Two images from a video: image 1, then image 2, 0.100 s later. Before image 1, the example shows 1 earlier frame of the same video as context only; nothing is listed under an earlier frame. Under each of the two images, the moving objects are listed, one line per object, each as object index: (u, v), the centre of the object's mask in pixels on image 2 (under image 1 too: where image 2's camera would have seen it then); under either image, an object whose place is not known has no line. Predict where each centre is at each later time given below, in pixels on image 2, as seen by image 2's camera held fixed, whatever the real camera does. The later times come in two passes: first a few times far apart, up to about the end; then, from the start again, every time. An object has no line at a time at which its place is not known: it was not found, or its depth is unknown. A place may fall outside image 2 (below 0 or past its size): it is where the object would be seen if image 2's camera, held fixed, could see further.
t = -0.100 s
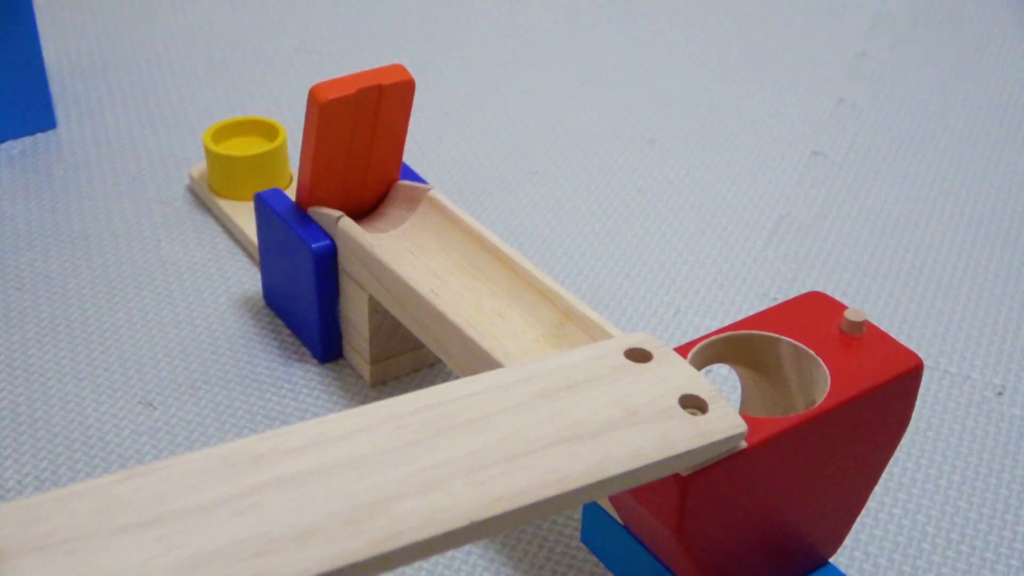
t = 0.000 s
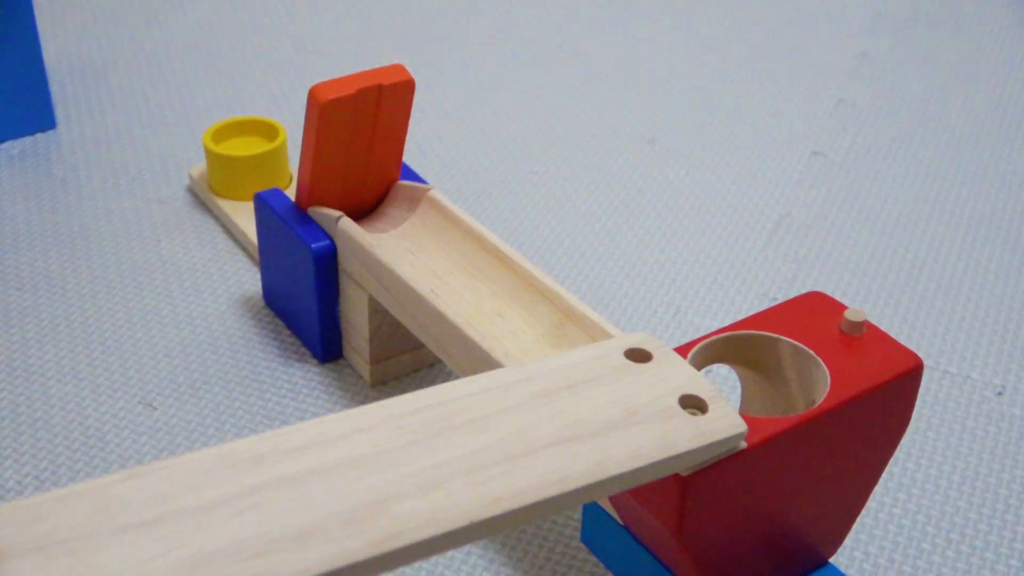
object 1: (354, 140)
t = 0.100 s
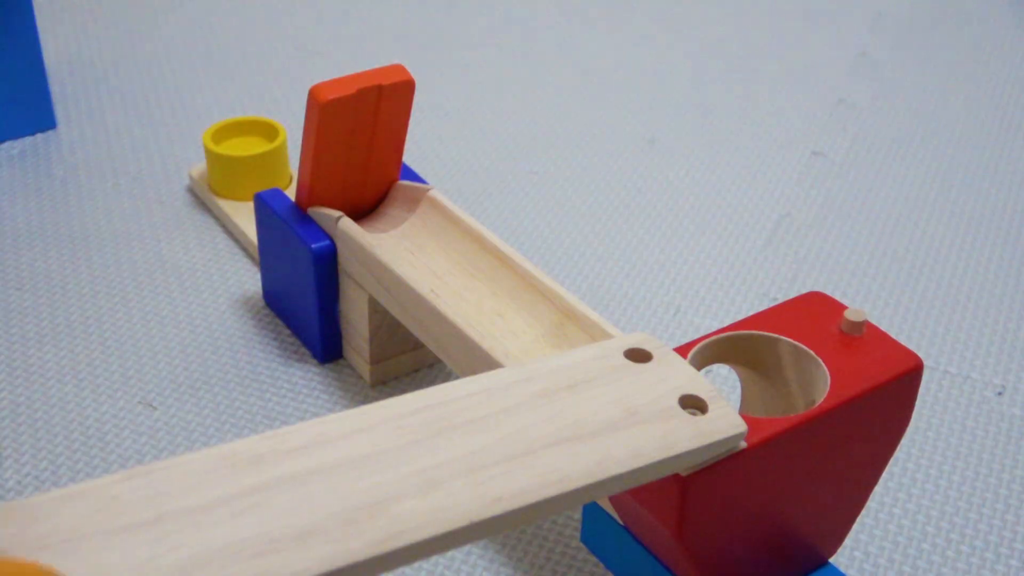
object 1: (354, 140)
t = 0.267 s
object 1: (354, 140)
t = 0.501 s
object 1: (354, 140)
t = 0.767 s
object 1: (354, 140)
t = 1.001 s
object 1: (354, 140)
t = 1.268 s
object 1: (354, 140)
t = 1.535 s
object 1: (354, 140)
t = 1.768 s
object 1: (354, 140)
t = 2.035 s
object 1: (349, 125)
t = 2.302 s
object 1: (275, 145)
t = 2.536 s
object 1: (273, 157)
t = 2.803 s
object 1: (263, 176)
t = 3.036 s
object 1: (306, 189)
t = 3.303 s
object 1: (302, 184)
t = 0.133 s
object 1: (354, 140)
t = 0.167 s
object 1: (355, 140)
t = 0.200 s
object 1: (354, 140)
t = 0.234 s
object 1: (355, 140)
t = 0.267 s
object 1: (354, 140)
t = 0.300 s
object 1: (354, 140)
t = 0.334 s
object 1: (354, 140)
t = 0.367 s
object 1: (354, 140)
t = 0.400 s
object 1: (354, 140)
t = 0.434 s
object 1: (354, 140)
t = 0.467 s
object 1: (354, 140)
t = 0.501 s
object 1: (354, 140)
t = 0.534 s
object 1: (354, 140)
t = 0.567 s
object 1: (354, 140)
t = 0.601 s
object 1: (354, 140)
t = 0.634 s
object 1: (354, 140)
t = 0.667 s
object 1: (354, 140)
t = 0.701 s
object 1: (354, 140)
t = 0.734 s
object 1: (354, 140)
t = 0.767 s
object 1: (354, 140)
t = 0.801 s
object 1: (354, 140)
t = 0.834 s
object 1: (354, 140)
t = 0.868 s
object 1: (354, 140)
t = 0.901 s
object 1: (354, 140)
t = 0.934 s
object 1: (354, 140)
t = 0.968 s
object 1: (354, 140)
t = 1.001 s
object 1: (354, 140)
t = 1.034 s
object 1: (354, 140)
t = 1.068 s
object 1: (354, 140)
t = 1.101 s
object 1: (354, 140)
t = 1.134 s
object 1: (354, 140)
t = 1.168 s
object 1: (354, 140)
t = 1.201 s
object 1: (354, 140)
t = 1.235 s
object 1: (354, 140)
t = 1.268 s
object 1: (354, 140)
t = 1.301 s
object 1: (354, 140)
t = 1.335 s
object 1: (354, 140)
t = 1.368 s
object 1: (354, 140)
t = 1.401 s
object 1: (354, 140)
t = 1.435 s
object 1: (354, 140)
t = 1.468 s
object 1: (354, 140)
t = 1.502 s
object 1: (354, 140)
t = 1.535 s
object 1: (354, 140)
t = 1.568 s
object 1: (354, 140)
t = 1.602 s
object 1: (354, 140)
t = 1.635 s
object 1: (354, 140)
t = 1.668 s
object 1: (354, 140)
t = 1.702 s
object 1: (354, 140)
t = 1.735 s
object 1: (354, 140)
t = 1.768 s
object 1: (354, 140)
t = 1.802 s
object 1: (354, 140)
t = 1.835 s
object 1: (354, 140)
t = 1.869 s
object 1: (354, 140)
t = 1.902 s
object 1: (354, 140)
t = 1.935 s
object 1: (354, 138)
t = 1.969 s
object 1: (352, 134)
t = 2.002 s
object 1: (351, 129)
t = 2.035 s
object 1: (349, 125)
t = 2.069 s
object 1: (341, 117)
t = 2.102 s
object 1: (335, 110)
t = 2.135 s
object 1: (325, 106)
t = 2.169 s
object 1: (317, 104)
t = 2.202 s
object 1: (304, 106)
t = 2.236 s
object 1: (288, 120)
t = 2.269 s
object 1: (272, 164)
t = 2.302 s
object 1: (275, 145)
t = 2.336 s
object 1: (281, 123)
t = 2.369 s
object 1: (284, 123)
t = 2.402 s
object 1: (280, 140)
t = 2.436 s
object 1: (273, 177)
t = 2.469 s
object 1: (276, 150)
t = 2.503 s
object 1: (277, 143)
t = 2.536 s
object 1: (273, 157)
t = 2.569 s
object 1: (271, 170)
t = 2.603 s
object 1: (272, 159)
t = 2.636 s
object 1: (269, 173)
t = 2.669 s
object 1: (270, 166)
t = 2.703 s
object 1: (268, 173)
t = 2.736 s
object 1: (267, 171)
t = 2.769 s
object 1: (265, 178)
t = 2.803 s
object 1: (263, 176)
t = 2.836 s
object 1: (261, 177)
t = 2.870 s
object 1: (291, 190)
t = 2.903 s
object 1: (297, 197)
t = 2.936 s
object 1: (302, 195)
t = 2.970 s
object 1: (304, 191)
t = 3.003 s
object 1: (306, 190)
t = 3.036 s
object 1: (306, 189)
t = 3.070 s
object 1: (305, 187)
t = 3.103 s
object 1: (304, 185)
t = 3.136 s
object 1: (303, 184)
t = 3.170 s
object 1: (303, 184)
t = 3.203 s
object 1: (303, 184)
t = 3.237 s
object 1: (303, 184)
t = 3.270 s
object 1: (303, 184)
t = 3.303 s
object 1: (302, 184)
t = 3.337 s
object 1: (303, 184)
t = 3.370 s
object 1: (303, 184)
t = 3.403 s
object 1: (303, 184)
